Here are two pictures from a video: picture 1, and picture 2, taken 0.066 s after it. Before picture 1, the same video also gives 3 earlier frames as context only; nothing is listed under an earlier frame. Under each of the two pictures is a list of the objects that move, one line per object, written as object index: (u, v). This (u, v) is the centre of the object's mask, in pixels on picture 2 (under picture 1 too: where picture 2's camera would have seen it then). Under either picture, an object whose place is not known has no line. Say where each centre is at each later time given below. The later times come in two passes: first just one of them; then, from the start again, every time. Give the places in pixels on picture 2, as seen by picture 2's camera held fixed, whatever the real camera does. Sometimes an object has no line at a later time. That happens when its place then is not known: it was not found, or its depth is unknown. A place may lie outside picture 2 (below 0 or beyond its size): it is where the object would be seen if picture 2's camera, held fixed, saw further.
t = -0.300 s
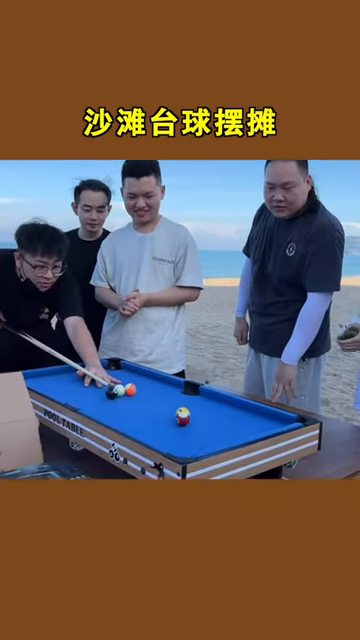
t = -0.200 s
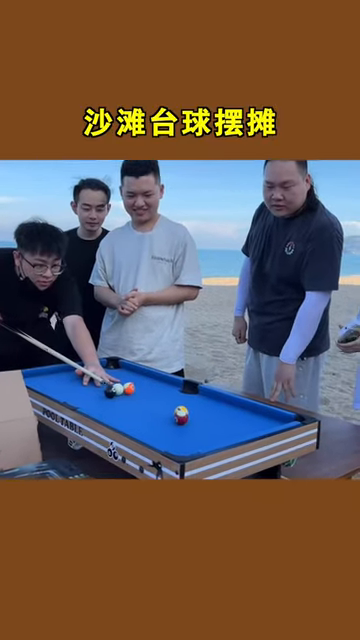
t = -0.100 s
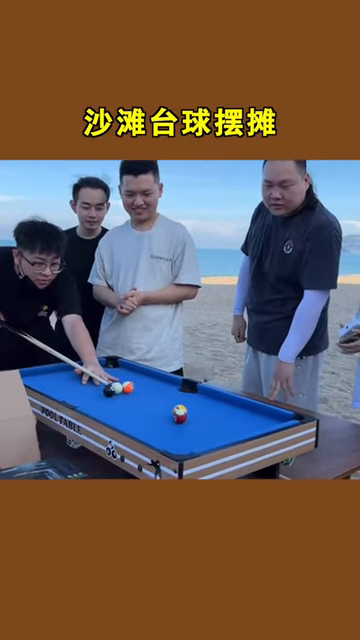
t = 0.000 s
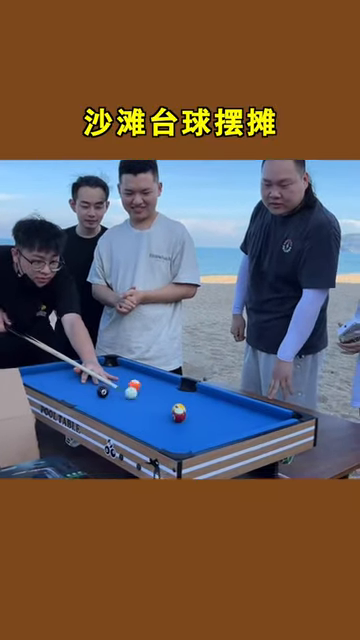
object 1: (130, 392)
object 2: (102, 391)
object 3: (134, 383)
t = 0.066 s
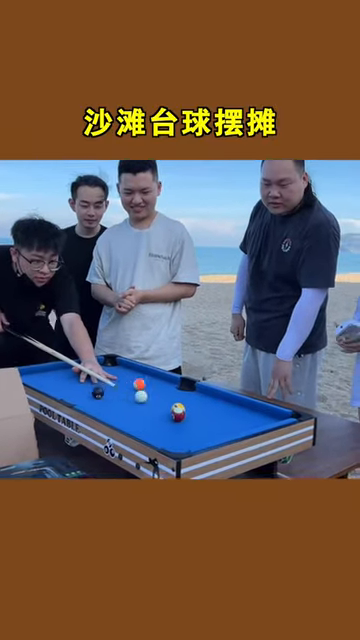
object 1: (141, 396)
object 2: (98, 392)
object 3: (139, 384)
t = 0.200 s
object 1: (164, 405)
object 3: (149, 383)
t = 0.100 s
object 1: (147, 398)
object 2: (96, 393)
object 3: (142, 384)
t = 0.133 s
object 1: (152, 401)
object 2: (93, 393)
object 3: (144, 383)
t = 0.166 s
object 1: (158, 403)
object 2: (92, 394)
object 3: (147, 383)
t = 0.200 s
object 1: (164, 405)
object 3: (149, 383)
